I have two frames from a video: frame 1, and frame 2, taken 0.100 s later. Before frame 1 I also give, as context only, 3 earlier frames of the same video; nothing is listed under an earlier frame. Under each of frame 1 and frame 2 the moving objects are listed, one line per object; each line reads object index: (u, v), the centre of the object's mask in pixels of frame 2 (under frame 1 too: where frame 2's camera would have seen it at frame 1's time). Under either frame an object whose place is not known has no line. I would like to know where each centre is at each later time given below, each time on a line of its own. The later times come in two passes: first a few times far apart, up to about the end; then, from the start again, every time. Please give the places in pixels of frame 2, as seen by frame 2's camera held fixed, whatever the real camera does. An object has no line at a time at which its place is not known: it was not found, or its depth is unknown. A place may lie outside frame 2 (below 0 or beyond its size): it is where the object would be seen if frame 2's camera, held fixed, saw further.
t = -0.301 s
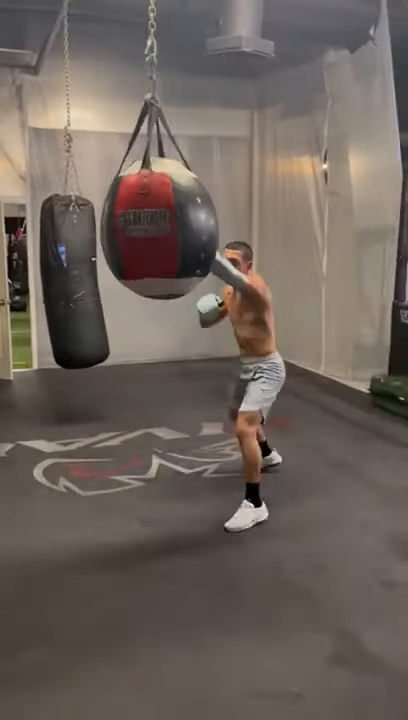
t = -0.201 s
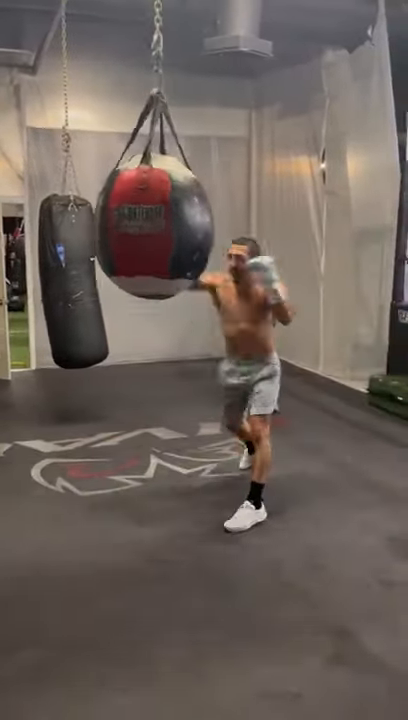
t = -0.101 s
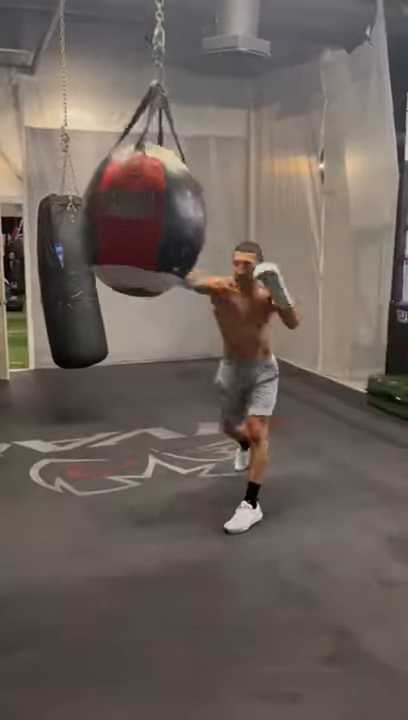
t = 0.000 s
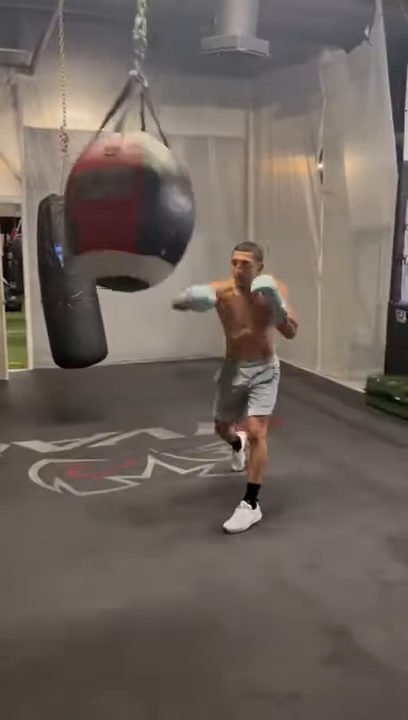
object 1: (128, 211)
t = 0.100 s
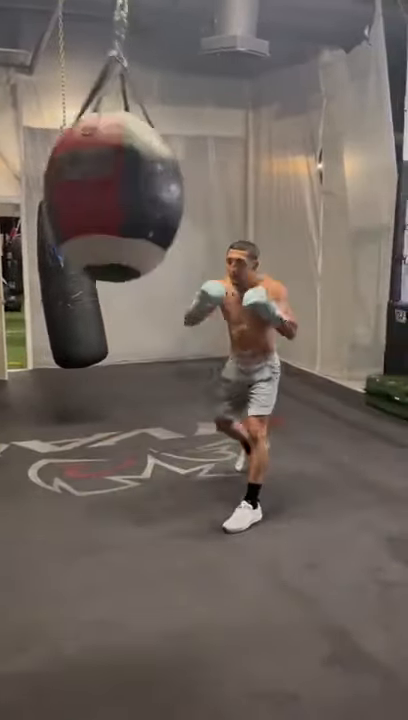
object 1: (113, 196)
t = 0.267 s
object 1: (96, 175)
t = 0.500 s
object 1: (89, 173)
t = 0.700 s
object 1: (104, 194)
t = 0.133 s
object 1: (109, 191)
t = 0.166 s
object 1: (104, 187)
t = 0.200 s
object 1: (101, 183)
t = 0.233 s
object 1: (98, 179)
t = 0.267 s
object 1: (96, 175)
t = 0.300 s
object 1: (93, 172)
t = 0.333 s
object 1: (92, 171)
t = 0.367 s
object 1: (91, 169)
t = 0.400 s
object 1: (89, 169)
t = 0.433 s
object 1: (89, 170)
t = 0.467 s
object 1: (89, 171)
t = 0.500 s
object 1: (89, 173)
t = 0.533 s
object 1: (90, 175)
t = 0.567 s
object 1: (92, 178)
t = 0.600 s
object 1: (94, 181)
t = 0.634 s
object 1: (97, 185)
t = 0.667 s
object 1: (101, 189)
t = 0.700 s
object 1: (104, 194)
